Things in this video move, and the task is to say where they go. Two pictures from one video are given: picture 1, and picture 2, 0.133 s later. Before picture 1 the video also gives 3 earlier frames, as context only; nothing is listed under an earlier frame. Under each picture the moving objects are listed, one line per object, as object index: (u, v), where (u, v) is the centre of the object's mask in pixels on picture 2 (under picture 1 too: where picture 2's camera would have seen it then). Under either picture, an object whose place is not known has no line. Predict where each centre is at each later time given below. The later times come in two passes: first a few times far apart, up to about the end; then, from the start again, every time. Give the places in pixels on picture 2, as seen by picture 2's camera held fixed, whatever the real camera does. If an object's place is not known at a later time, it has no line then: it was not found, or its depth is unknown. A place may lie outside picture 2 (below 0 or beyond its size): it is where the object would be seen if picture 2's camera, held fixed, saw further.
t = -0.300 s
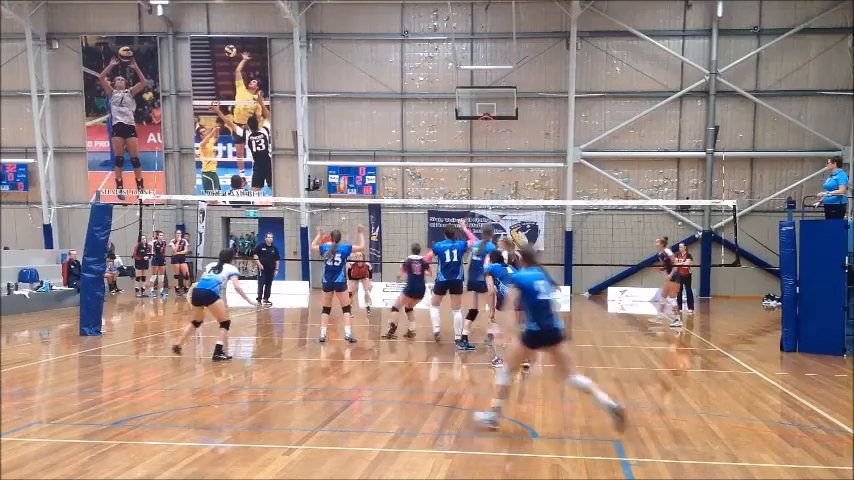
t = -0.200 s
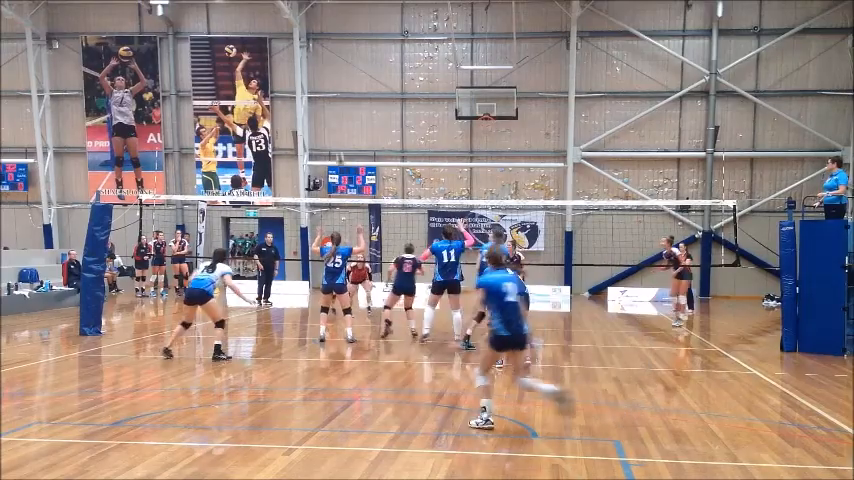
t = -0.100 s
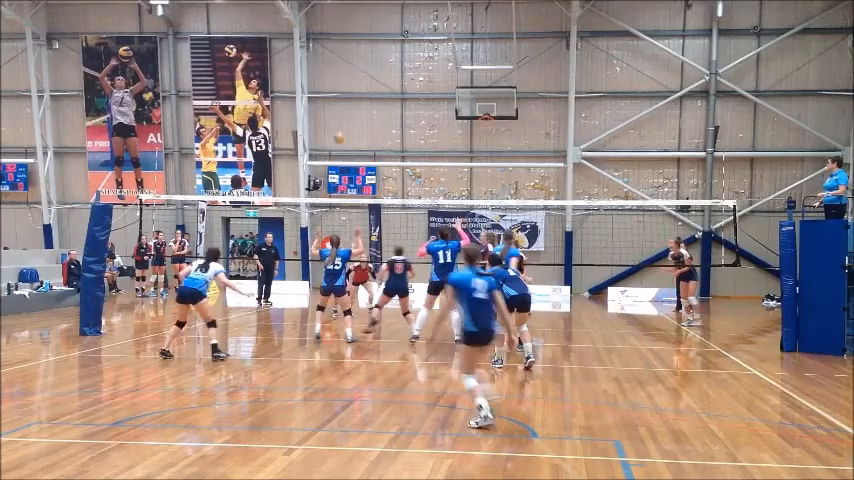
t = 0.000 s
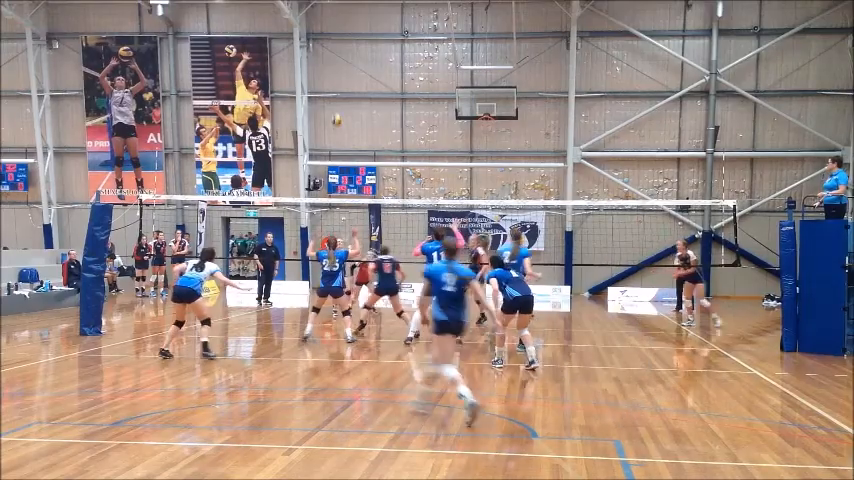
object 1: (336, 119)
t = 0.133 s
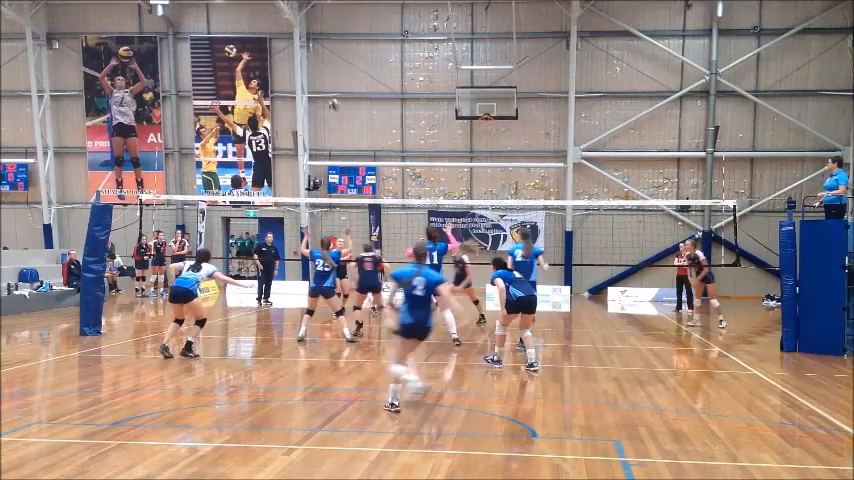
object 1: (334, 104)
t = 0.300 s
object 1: (330, 97)
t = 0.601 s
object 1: (324, 121)
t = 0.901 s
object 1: (317, 194)
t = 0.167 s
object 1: (333, 102)
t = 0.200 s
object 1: (333, 99)
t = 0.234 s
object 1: (332, 98)
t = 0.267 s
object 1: (332, 98)
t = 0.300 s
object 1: (330, 97)
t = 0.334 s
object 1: (330, 97)
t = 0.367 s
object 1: (330, 98)
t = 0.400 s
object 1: (329, 99)
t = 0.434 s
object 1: (328, 102)
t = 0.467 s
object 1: (327, 104)
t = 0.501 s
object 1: (327, 108)
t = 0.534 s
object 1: (326, 111)
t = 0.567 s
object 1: (325, 116)
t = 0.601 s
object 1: (324, 121)
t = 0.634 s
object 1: (323, 126)
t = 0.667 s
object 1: (323, 133)
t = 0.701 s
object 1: (322, 140)
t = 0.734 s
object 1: (321, 147)
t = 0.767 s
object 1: (322, 155)
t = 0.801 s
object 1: (319, 164)
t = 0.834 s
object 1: (322, 177)
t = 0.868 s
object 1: (318, 183)
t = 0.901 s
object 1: (317, 194)
